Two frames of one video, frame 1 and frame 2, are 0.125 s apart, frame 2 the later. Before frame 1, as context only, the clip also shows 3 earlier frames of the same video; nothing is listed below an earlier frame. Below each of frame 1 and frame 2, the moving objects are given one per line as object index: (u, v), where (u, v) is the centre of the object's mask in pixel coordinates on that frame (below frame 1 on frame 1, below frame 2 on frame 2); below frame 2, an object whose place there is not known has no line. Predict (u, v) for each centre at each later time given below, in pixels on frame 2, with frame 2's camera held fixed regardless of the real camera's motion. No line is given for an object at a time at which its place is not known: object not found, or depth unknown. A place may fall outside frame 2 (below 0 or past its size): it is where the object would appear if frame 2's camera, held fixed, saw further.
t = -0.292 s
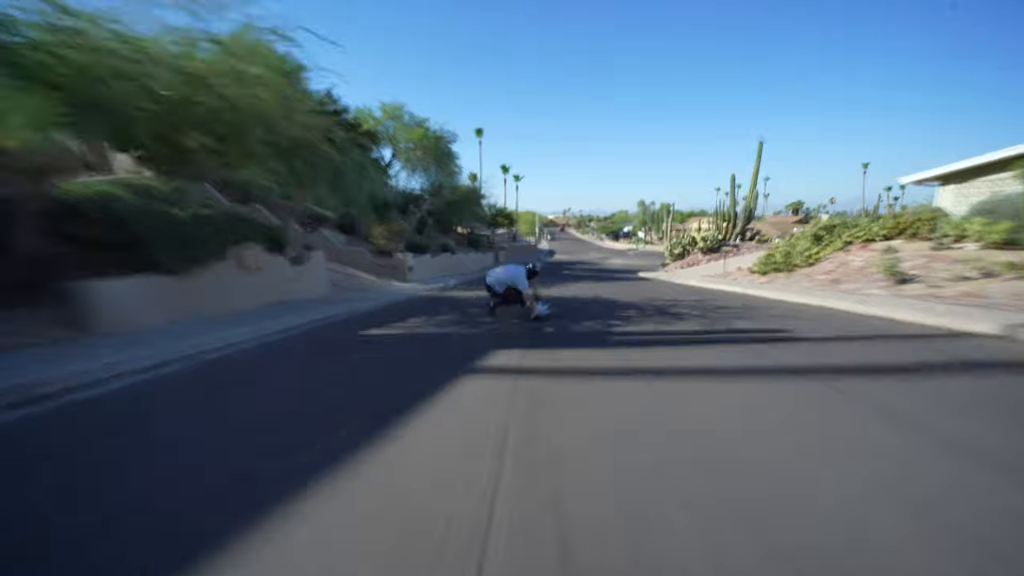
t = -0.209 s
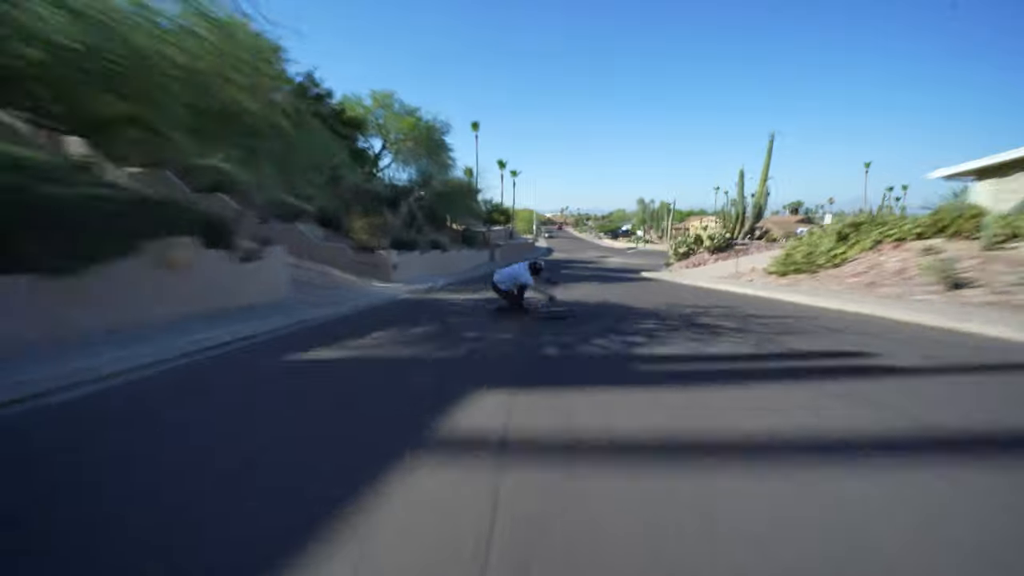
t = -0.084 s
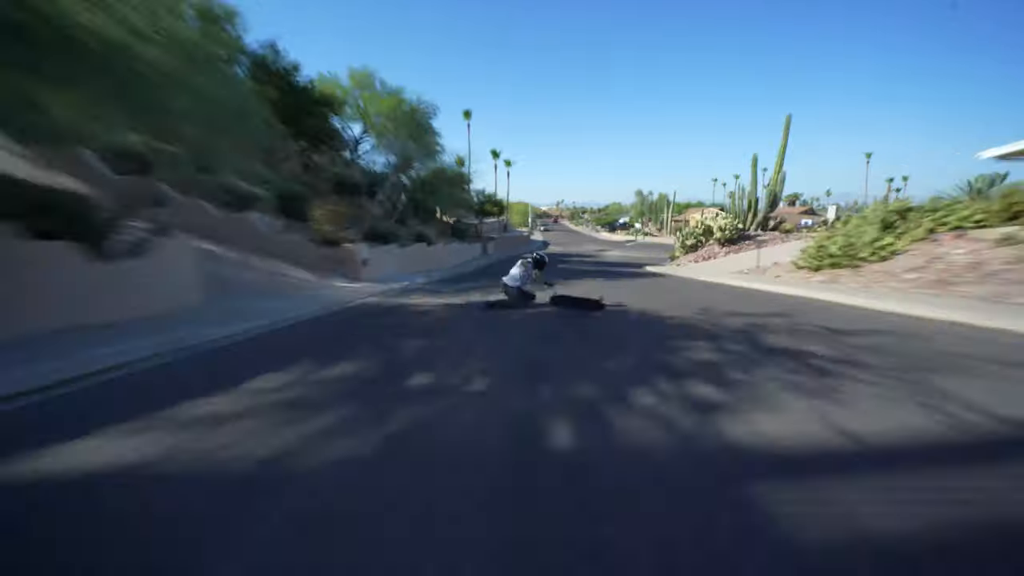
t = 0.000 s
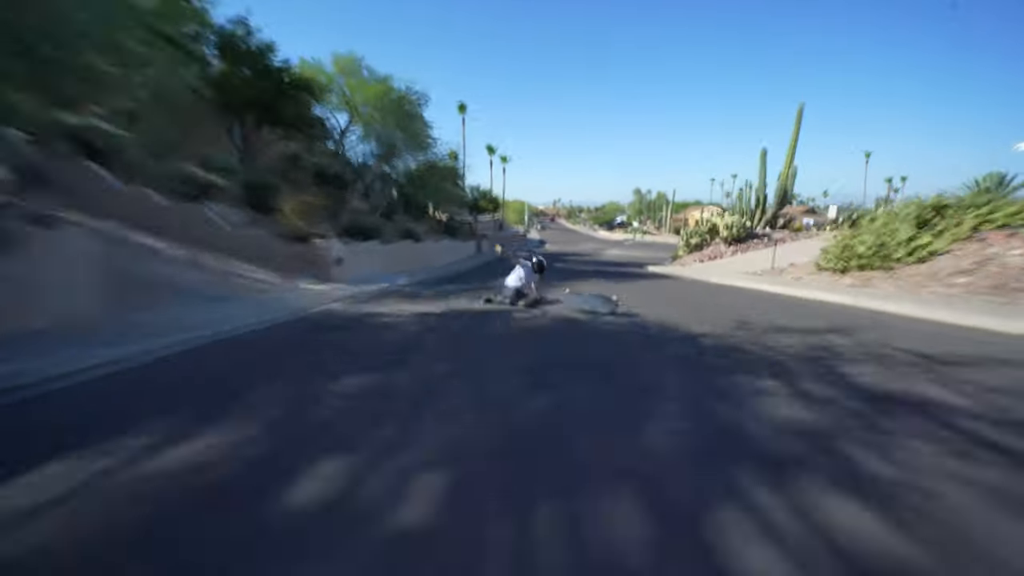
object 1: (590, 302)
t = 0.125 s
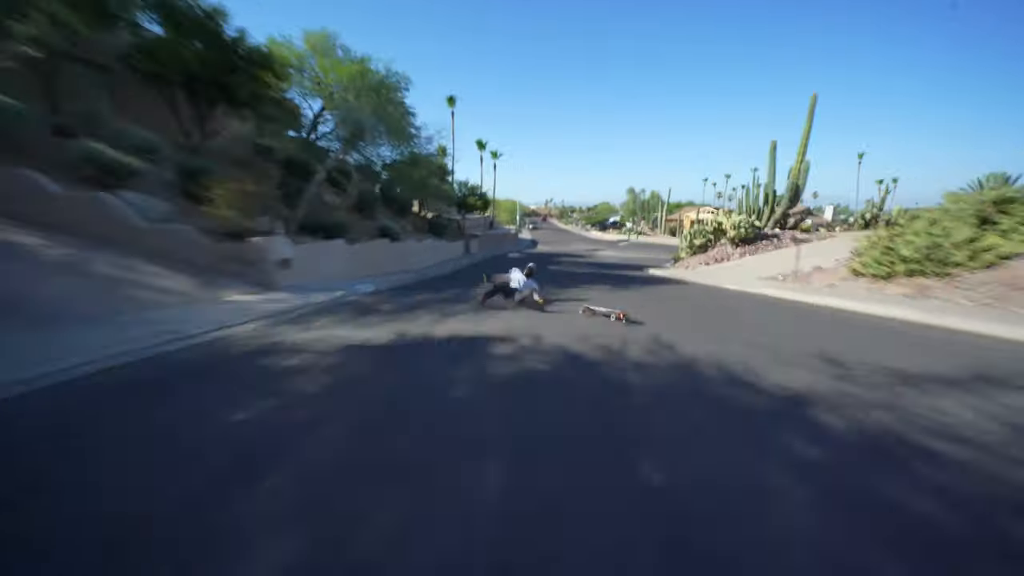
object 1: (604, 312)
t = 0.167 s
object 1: (605, 306)
